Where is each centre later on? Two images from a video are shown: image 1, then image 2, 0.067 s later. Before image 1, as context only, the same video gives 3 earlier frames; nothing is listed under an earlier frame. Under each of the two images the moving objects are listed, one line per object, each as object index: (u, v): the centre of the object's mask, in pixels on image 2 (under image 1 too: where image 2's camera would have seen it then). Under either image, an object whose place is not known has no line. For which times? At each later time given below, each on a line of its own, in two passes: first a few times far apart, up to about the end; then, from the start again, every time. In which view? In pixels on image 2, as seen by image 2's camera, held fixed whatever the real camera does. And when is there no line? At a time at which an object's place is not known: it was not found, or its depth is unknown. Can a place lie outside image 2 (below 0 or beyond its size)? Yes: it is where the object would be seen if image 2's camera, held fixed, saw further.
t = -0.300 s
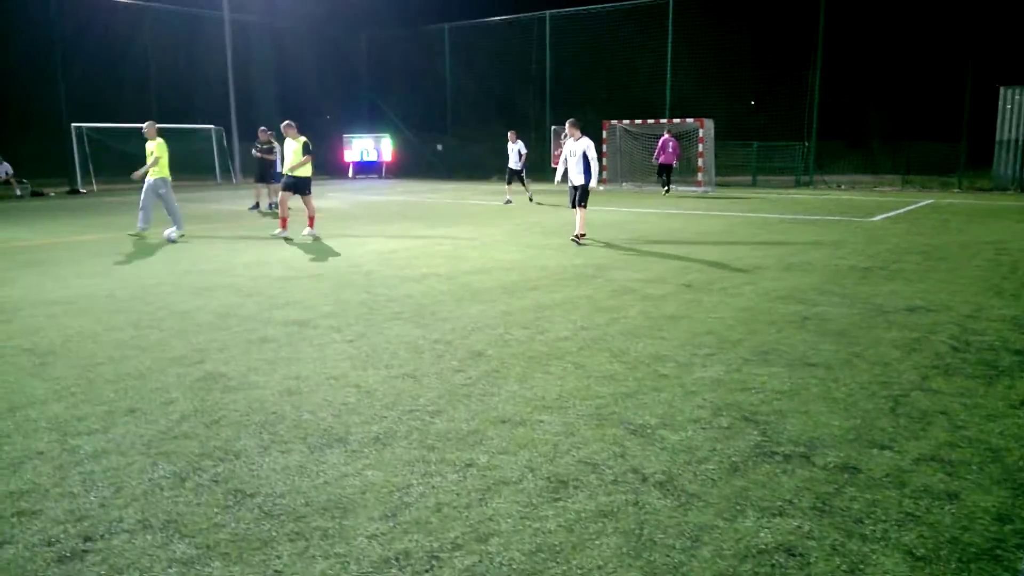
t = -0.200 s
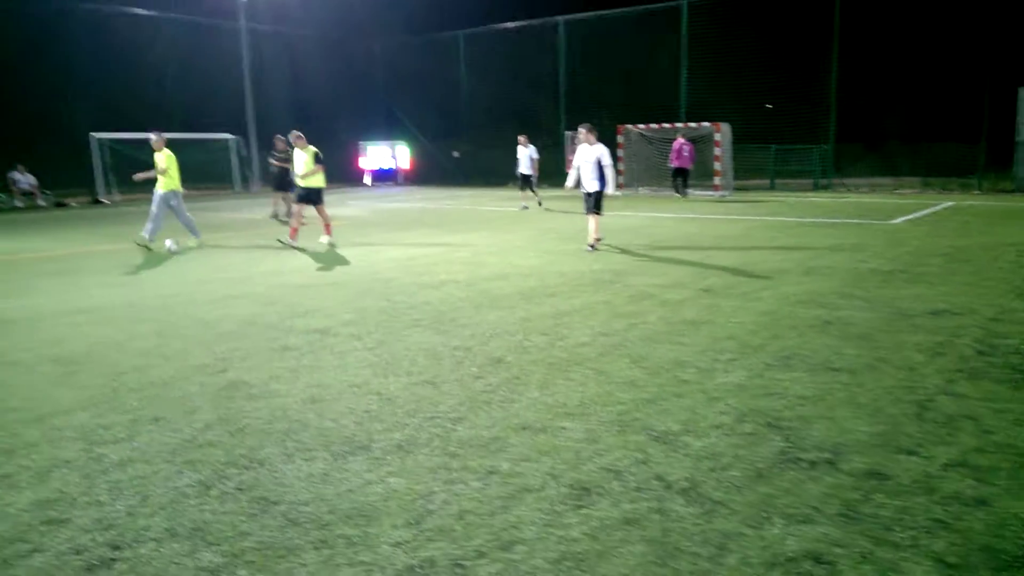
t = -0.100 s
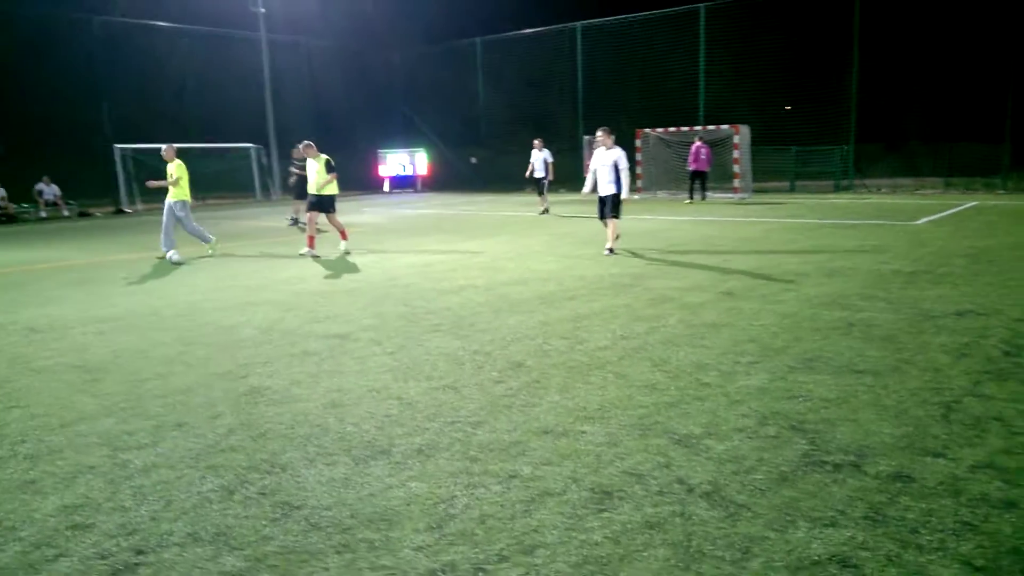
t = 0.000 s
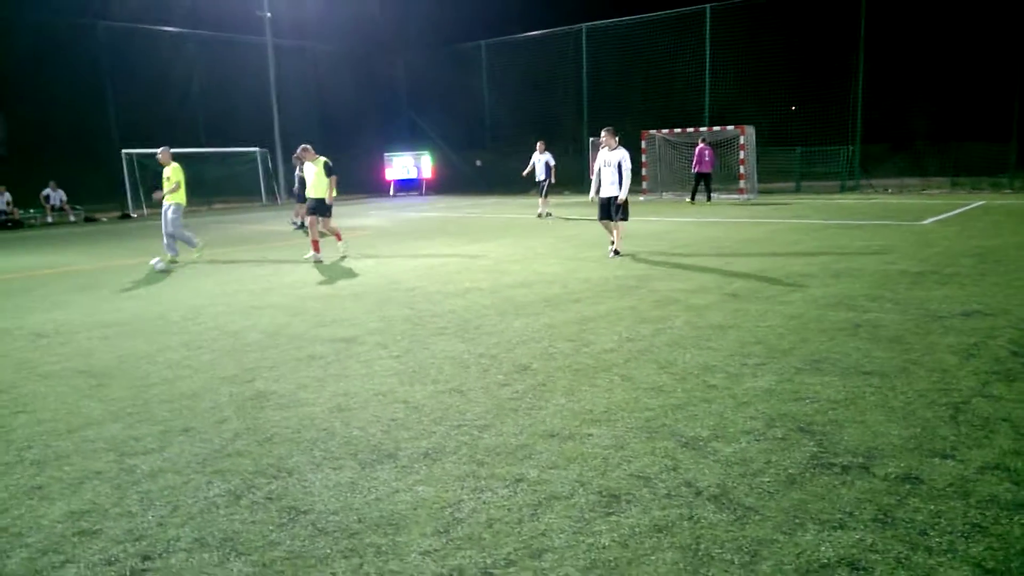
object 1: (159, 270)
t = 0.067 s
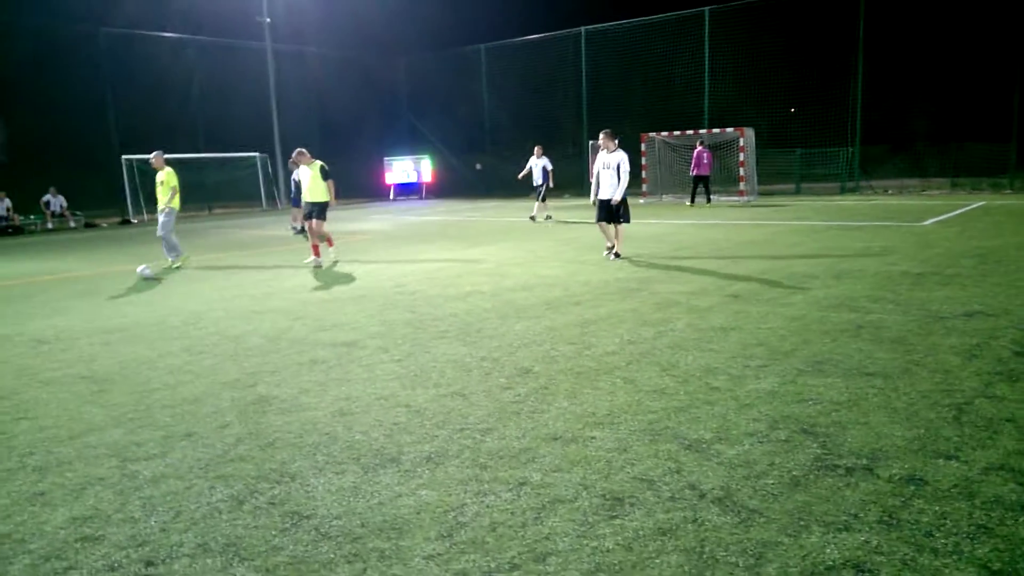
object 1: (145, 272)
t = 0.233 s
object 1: (107, 277)
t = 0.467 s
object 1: (54, 285)
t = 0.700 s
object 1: (-3, 293)
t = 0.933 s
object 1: (-64, 301)
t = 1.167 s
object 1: (-130, 311)
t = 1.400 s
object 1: (-202, 322)
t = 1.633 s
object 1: (-280, 334)
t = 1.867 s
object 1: (-365, 345)
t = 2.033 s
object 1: (-427, 354)
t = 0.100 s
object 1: (137, 273)
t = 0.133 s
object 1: (129, 274)
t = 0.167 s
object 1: (122, 275)
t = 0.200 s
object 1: (115, 276)
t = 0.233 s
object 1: (107, 277)
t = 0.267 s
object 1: (100, 277)
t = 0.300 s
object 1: (92, 279)
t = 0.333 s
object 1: (85, 280)
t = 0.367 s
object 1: (77, 282)
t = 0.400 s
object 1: (70, 283)
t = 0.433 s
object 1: (62, 284)
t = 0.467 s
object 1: (54, 285)
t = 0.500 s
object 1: (47, 286)
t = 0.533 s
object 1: (39, 288)
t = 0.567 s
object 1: (31, 289)
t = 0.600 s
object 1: (22, 290)
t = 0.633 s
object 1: (14, 291)
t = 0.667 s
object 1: (5, 292)
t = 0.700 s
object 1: (-3, 293)
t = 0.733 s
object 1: (-12, 294)
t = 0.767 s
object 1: (-21, 296)
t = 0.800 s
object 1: (-29, 297)
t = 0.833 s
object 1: (-38, 298)
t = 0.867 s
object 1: (-47, 298)
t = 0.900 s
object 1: (-56, 300)
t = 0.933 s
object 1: (-64, 301)
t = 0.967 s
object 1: (-74, 303)
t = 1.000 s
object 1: (-84, 304)
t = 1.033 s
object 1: (-93, 305)
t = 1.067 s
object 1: (-102, 307)
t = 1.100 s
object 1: (-111, 308)
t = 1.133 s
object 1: (-121, 310)
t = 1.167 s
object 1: (-130, 311)
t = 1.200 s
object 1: (-140, 312)
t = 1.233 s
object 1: (-150, 314)
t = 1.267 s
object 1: (-161, 315)
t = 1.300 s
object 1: (-171, 317)
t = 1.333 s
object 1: (-182, 319)
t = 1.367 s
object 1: (-192, 321)
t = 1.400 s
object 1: (-202, 322)
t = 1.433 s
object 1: (-213, 324)
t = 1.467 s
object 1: (-224, 325)
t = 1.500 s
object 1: (-235, 327)
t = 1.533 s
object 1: (-246, 328)
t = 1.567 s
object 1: (-257, 331)
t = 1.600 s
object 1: (-269, 332)
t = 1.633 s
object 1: (-280, 334)
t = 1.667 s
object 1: (-292, 335)
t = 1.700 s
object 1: (-303, 337)
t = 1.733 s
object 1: (-316, 339)
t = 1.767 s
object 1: (-328, 341)
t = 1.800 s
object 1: (-340, 342)
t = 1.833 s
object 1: (-352, 344)
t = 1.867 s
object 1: (-365, 345)
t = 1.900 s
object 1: (-377, 347)
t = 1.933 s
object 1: (-389, 348)
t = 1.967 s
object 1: (-401, 350)
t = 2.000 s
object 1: (-414, 352)
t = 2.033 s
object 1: (-427, 354)
